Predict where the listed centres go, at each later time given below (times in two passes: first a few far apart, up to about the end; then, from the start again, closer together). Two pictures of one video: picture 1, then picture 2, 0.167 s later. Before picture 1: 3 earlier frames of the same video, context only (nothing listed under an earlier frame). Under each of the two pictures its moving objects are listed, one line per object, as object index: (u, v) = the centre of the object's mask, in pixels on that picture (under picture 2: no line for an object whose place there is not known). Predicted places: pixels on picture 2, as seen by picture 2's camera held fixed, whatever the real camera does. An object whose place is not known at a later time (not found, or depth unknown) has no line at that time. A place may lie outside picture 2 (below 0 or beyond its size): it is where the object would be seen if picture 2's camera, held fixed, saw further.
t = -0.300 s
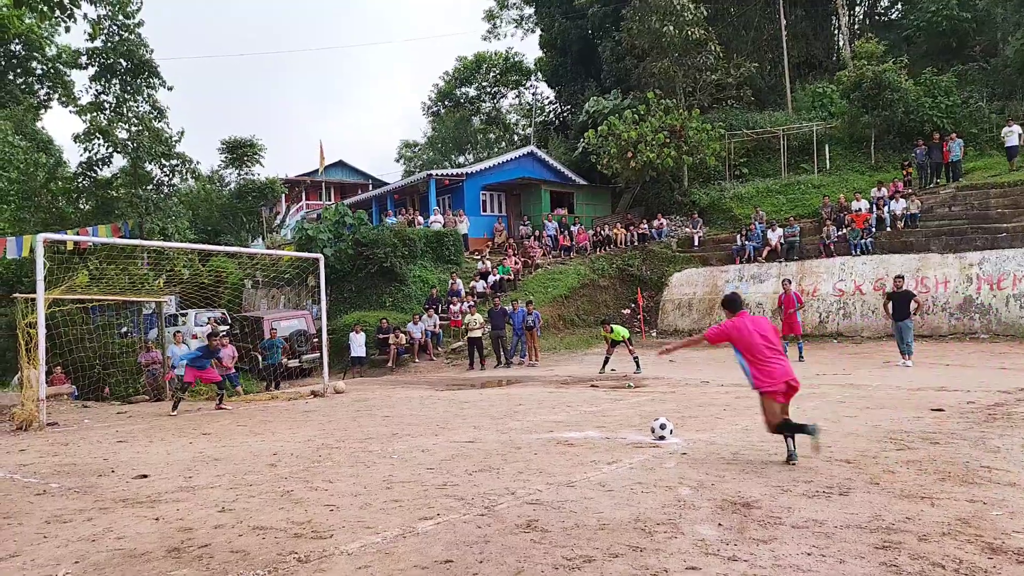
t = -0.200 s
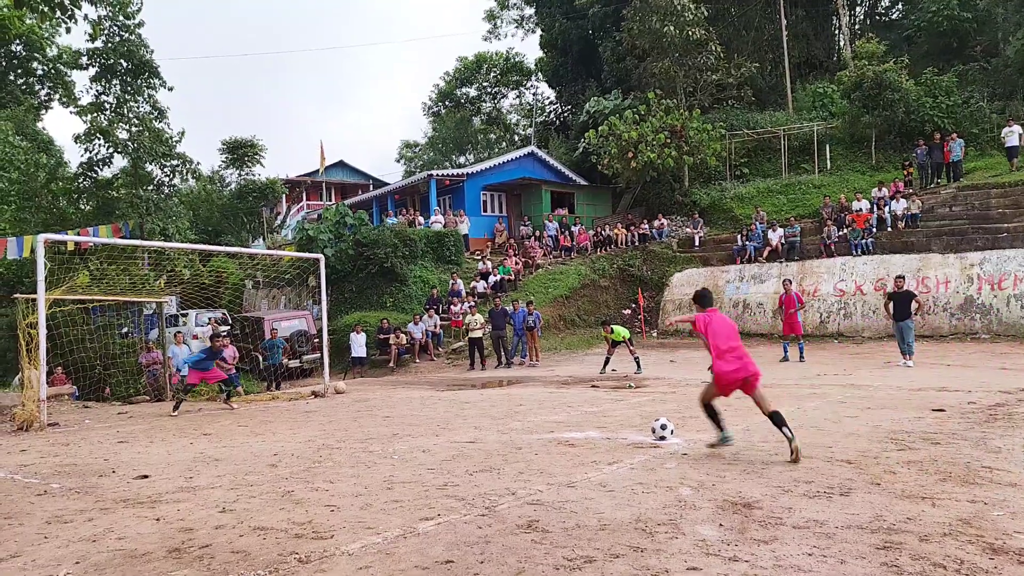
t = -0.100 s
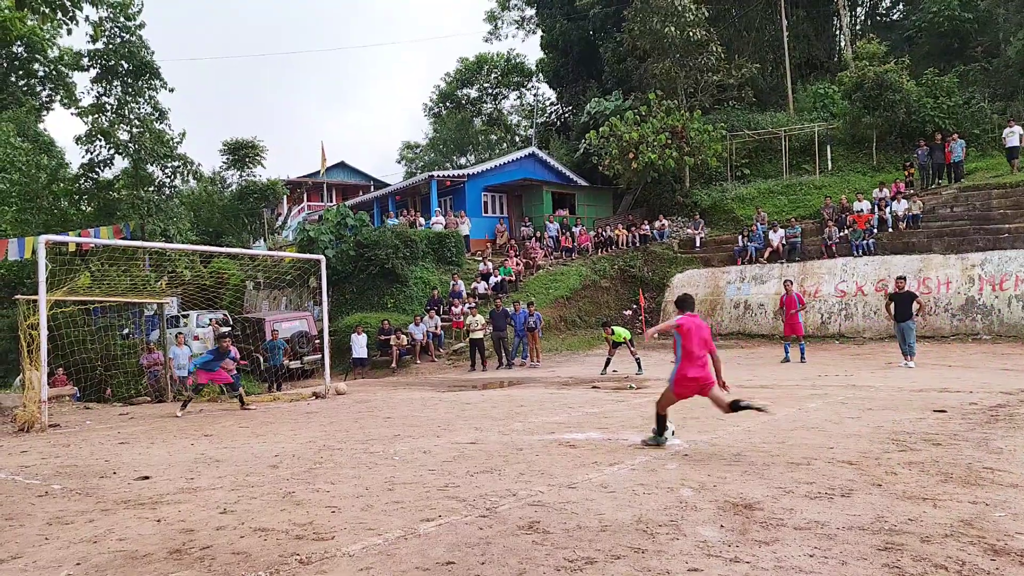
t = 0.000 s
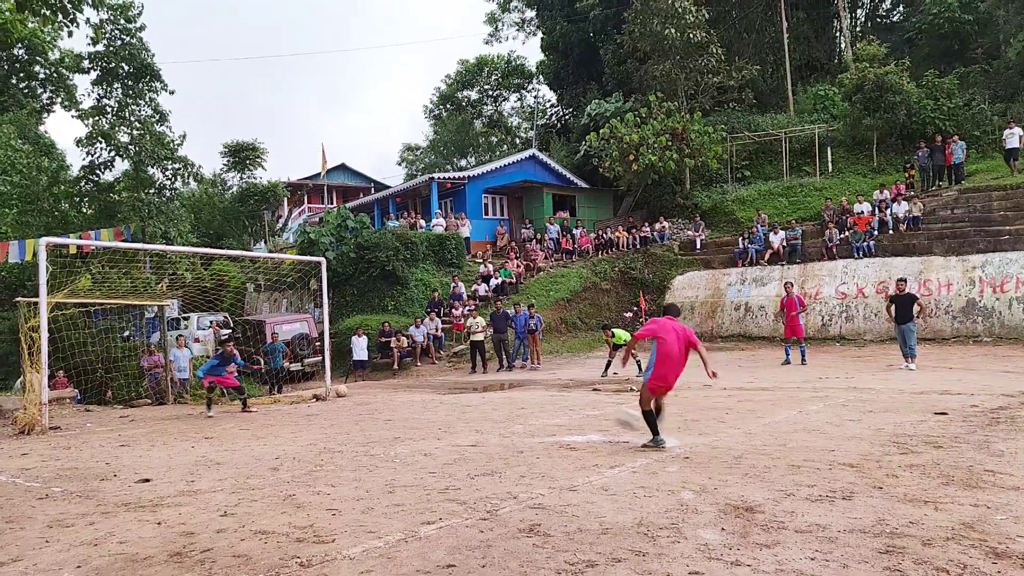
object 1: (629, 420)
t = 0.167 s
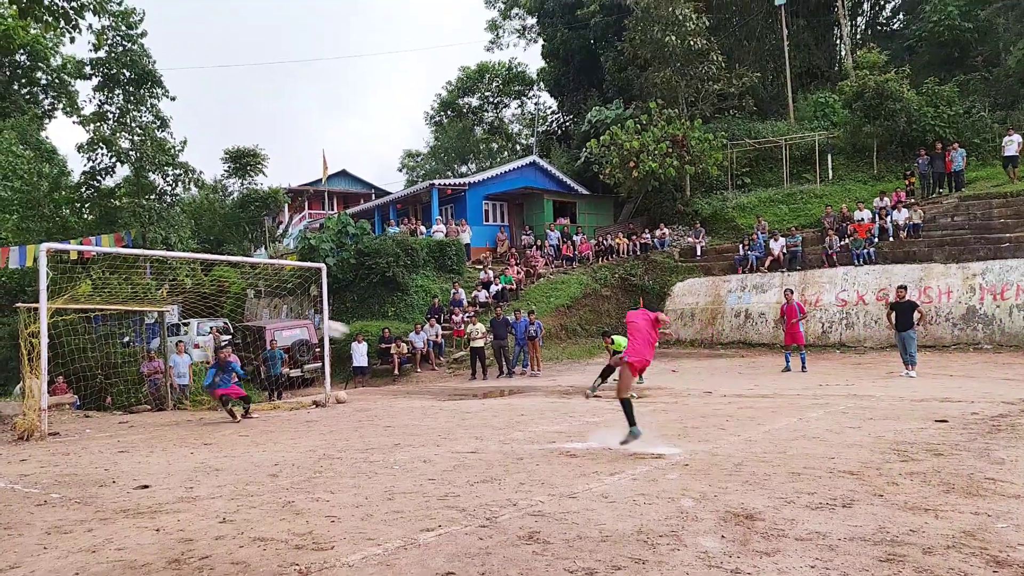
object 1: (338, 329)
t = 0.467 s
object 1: (35, 269)
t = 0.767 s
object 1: (49, 310)
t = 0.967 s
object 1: (61, 358)
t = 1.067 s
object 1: (72, 391)
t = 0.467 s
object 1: (35, 269)
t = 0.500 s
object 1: (30, 271)
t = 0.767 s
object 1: (49, 310)
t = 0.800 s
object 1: (50, 315)
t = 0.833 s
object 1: (52, 323)
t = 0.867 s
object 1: (54, 330)
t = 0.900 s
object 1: (55, 339)
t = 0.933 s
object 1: (58, 348)
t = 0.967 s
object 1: (61, 358)
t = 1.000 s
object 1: (65, 369)
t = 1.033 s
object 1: (68, 380)
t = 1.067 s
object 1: (72, 391)
